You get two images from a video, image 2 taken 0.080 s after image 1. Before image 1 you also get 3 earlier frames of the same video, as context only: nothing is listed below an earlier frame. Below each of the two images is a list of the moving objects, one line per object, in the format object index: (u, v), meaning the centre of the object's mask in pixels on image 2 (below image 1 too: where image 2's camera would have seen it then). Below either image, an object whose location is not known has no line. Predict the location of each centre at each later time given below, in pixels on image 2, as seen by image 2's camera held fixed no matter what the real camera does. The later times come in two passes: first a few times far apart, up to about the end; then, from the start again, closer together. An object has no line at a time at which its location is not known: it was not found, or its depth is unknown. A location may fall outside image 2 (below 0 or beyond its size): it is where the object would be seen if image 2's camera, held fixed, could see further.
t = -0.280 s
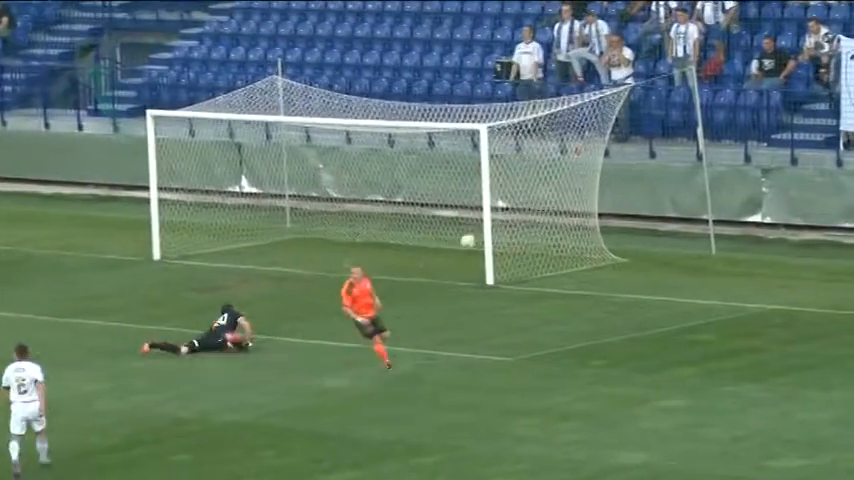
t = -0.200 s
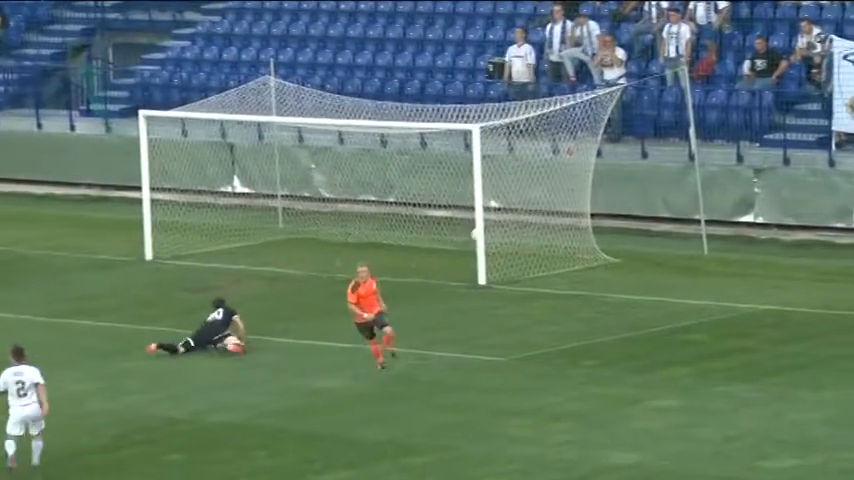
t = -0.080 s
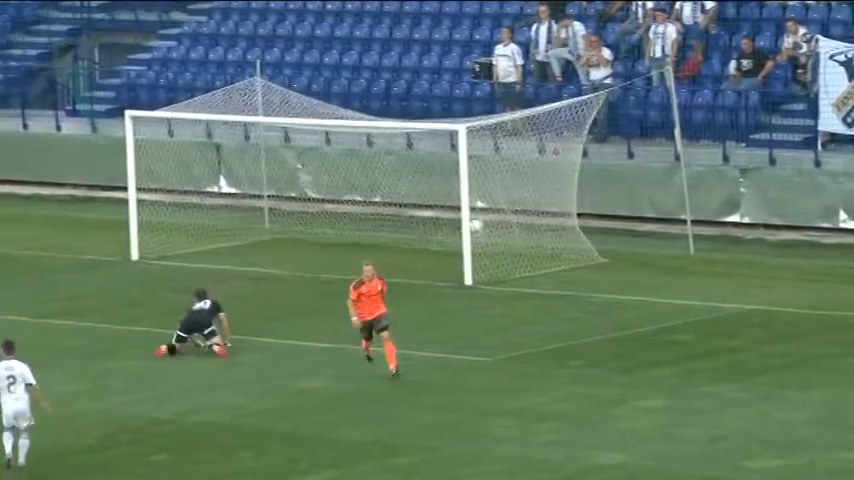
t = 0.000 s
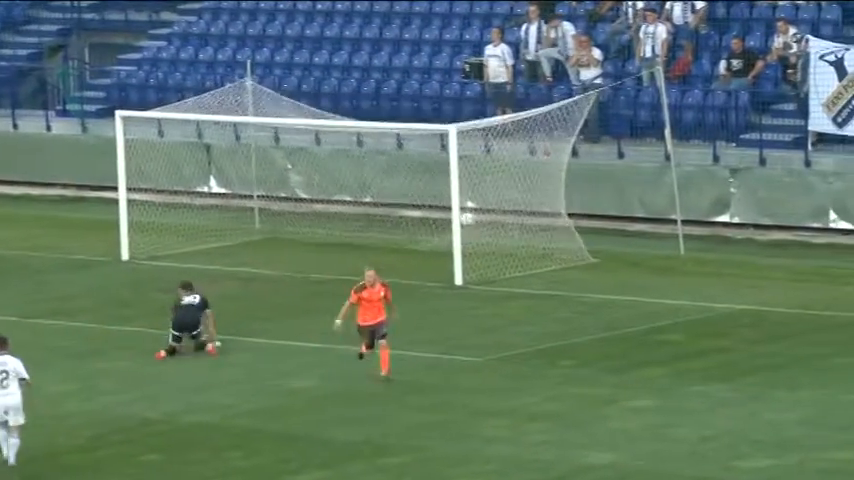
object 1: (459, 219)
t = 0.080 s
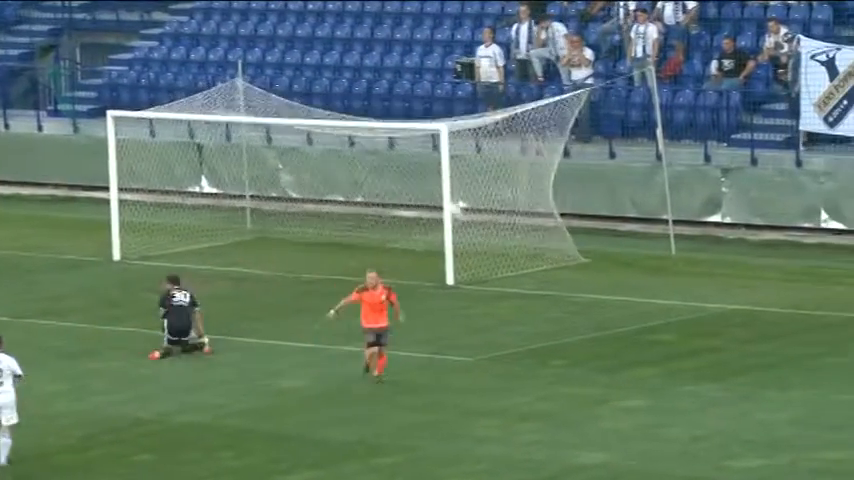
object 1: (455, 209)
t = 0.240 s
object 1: (428, 195)
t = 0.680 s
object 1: (350, 223)
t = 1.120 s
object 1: (300, 226)
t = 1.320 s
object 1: (284, 237)
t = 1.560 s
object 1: (263, 251)
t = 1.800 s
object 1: (236, 255)
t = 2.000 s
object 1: (216, 259)
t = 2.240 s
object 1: (196, 264)
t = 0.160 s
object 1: (439, 200)
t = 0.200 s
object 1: (434, 198)
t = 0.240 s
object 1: (428, 195)
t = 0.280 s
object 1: (421, 193)
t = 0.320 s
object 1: (413, 192)
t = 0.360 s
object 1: (406, 192)
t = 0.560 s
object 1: (371, 203)
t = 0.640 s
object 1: (357, 215)
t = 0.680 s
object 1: (350, 223)
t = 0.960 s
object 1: (314, 234)
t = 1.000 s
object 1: (311, 230)
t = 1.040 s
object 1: (306, 228)
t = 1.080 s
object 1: (304, 226)
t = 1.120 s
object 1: (300, 226)
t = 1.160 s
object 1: (297, 226)
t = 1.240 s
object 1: (290, 230)
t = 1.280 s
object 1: (287, 234)
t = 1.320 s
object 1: (284, 237)
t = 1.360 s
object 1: (280, 242)
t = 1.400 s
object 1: (279, 249)
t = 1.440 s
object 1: (275, 255)
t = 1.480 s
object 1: (272, 257)
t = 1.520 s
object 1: (267, 253)
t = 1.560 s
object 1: (263, 251)
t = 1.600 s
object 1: (258, 250)
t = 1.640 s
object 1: (254, 248)
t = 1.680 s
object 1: (249, 249)
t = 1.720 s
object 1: (245, 250)
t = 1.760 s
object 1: (242, 252)
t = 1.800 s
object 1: (236, 255)
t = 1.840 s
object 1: (234, 259)
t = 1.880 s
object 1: (229, 262)
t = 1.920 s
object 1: (225, 261)
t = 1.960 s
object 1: (220, 259)
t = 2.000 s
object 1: (216, 259)
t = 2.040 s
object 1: (214, 259)
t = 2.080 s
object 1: (210, 260)
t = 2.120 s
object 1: (206, 262)
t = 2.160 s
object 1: (203, 265)
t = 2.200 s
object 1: (199, 264)
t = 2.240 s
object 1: (196, 264)
